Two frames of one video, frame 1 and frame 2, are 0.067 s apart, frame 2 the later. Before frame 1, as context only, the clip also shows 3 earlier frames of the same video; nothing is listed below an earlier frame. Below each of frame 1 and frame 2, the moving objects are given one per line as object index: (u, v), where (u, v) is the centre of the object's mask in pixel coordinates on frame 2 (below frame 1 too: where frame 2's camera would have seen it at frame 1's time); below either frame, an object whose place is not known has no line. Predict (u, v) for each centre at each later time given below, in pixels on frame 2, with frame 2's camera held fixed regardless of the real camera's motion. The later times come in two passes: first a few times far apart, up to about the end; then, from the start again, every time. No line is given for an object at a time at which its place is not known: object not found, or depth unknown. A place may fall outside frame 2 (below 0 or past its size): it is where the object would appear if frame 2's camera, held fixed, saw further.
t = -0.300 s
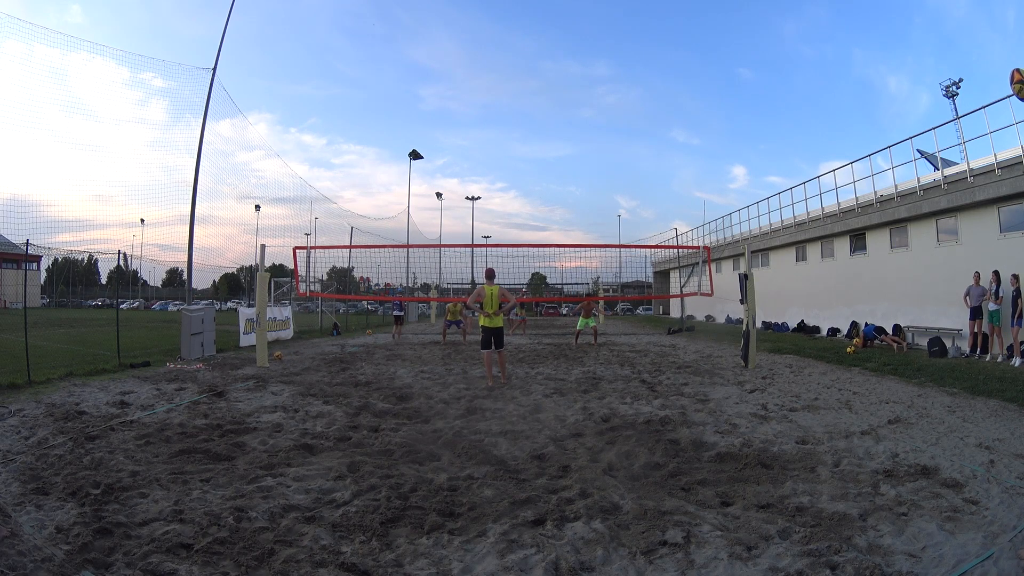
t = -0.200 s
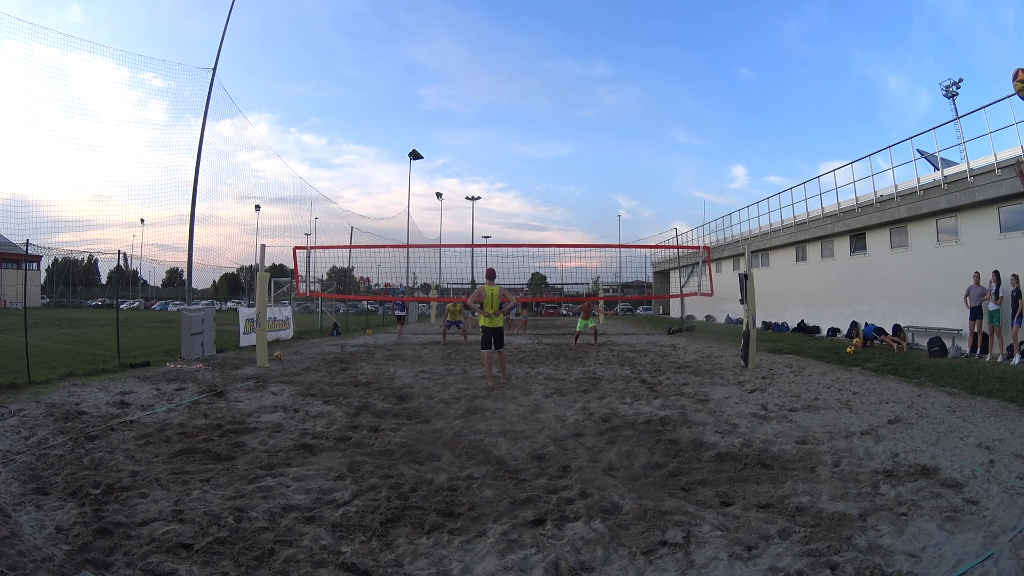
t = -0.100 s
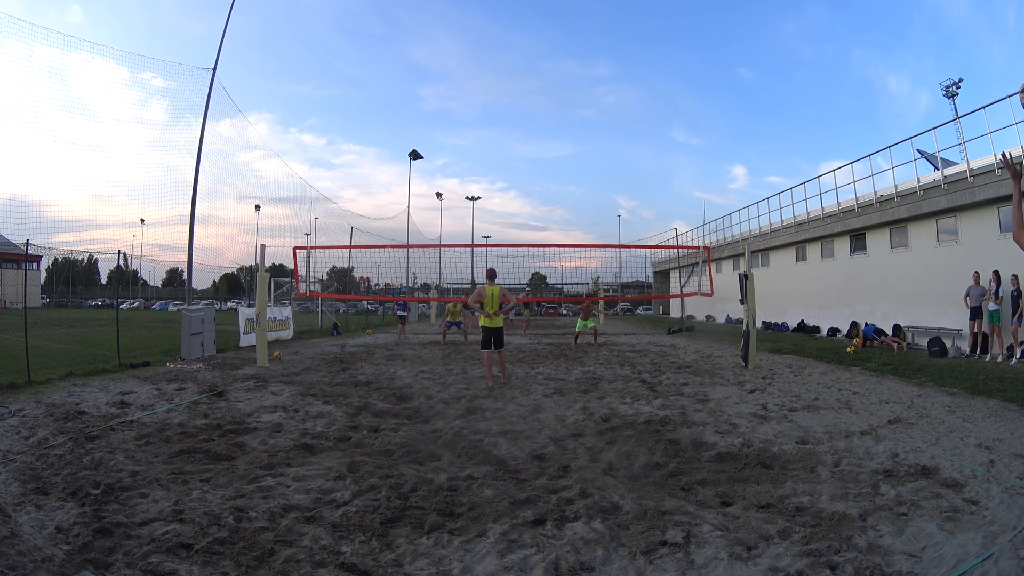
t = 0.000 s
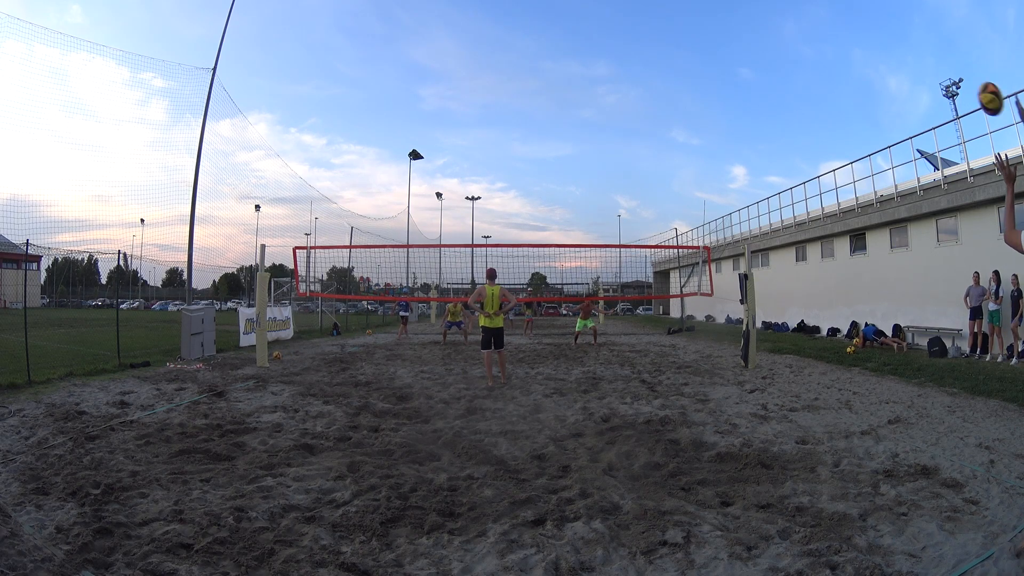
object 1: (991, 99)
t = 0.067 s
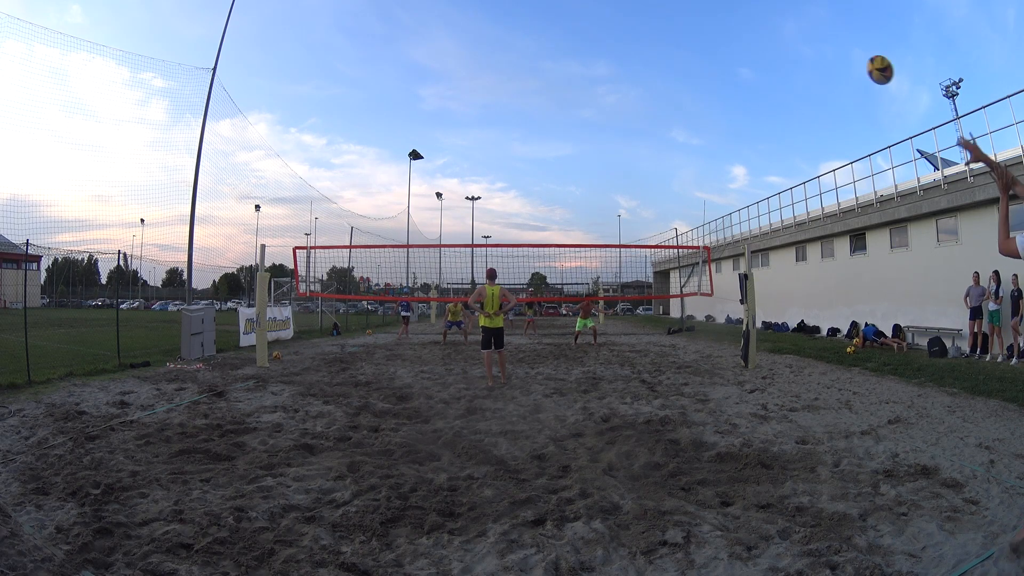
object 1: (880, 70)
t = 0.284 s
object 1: (642, 75)
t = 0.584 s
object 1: (506, 137)
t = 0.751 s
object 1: (466, 175)
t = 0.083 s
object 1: (854, 66)
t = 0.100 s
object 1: (830, 63)
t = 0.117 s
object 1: (807, 62)
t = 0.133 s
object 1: (786, 61)
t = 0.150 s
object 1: (765, 61)
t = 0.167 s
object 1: (746, 61)
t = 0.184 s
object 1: (728, 62)
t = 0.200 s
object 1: (712, 64)
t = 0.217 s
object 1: (696, 66)
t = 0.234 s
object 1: (681, 68)
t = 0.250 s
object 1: (667, 70)
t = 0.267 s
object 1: (654, 73)
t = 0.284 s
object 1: (642, 75)
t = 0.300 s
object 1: (631, 78)
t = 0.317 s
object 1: (620, 81)
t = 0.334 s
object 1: (610, 84)
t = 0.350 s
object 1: (600, 87)
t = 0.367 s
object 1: (591, 91)
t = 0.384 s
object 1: (582, 94)
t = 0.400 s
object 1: (574, 97)
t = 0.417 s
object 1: (566, 100)
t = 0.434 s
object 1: (559, 104)
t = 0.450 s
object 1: (552, 107)
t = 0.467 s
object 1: (545, 111)
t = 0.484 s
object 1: (539, 114)
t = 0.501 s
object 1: (532, 118)
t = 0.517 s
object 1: (527, 122)
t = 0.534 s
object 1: (521, 125)
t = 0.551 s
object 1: (516, 129)
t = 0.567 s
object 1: (511, 133)
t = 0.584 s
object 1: (506, 137)
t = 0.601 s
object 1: (501, 141)
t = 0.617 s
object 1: (497, 144)
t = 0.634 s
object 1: (492, 148)
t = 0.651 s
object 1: (488, 152)
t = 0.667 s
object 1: (484, 156)
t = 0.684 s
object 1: (480, 160)
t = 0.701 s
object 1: (476, 164)
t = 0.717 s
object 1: (473, 168)
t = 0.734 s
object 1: (469, 171)
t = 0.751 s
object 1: (466, 175)
